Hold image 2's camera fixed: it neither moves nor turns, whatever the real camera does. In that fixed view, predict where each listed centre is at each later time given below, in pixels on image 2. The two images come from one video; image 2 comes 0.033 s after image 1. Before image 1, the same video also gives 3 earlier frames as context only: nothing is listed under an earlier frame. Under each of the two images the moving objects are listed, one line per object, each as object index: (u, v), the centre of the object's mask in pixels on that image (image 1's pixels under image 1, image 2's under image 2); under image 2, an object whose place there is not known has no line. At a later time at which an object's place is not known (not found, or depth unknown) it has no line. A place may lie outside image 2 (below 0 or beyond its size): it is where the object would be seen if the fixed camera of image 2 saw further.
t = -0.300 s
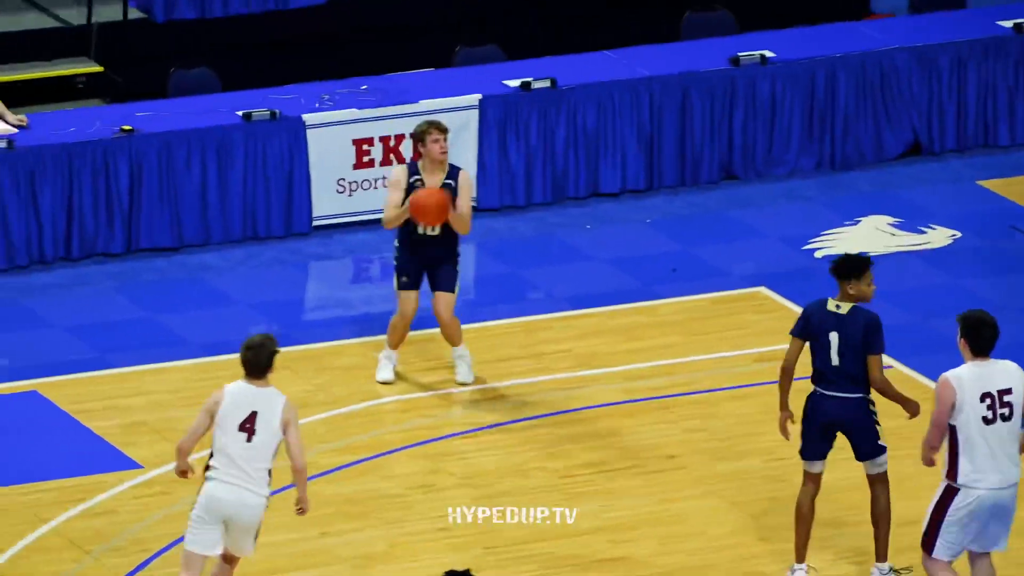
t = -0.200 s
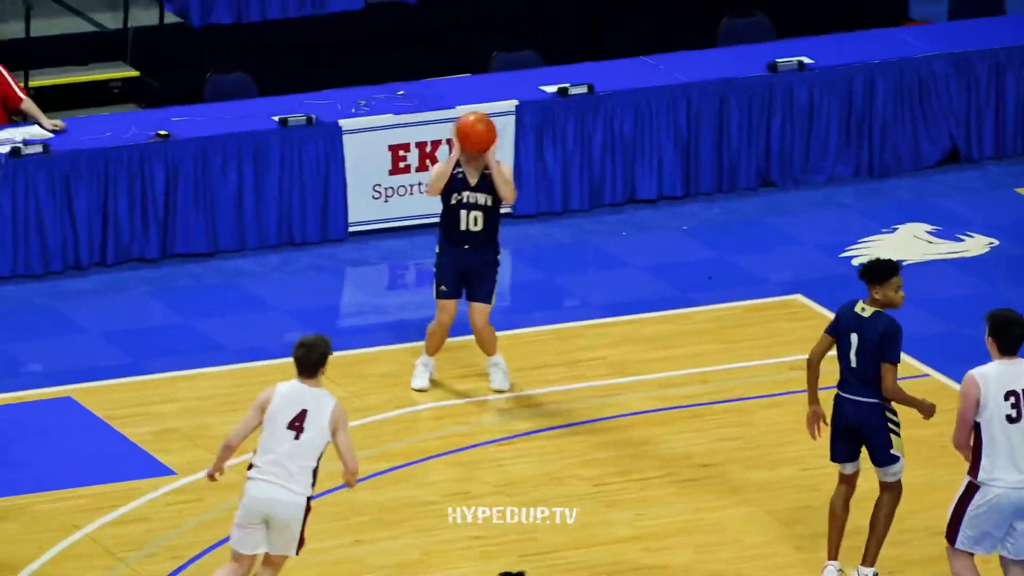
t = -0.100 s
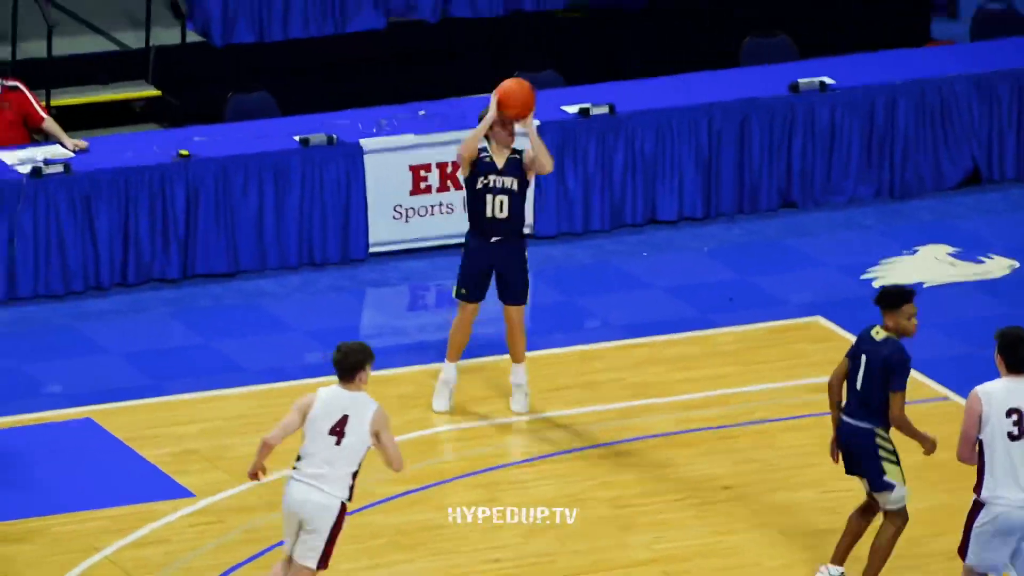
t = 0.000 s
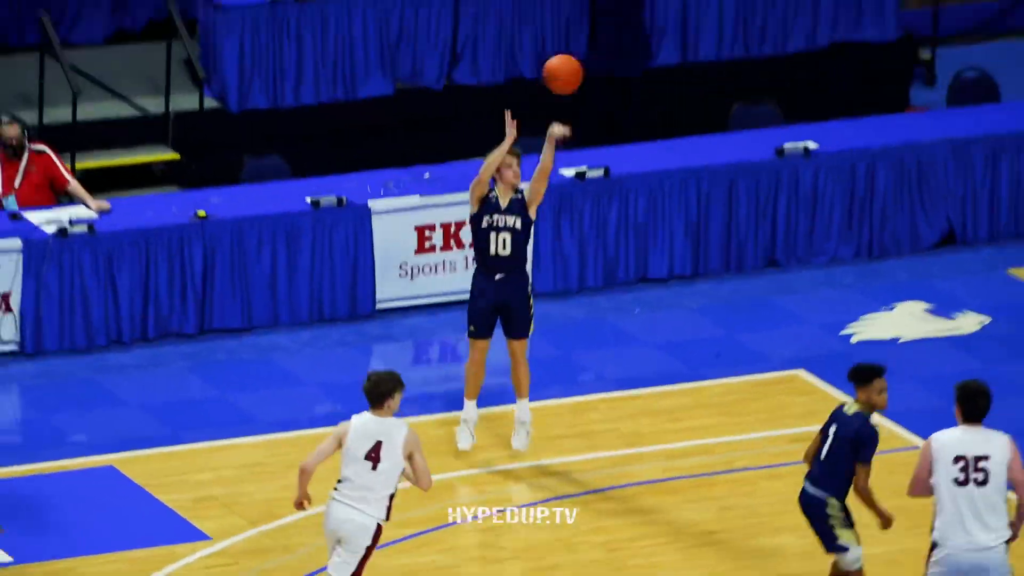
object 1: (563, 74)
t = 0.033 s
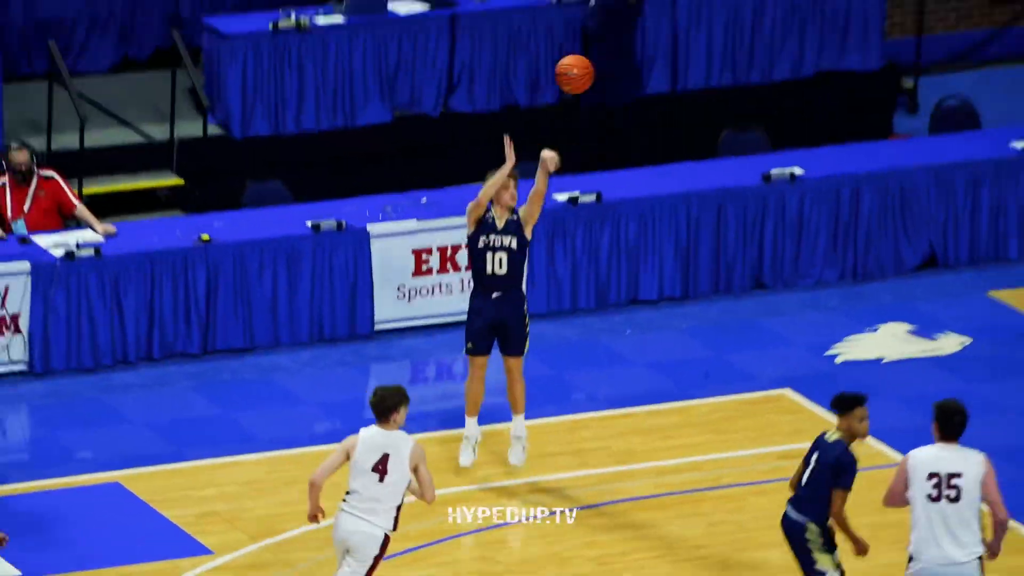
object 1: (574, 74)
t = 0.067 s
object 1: (593, 47)
